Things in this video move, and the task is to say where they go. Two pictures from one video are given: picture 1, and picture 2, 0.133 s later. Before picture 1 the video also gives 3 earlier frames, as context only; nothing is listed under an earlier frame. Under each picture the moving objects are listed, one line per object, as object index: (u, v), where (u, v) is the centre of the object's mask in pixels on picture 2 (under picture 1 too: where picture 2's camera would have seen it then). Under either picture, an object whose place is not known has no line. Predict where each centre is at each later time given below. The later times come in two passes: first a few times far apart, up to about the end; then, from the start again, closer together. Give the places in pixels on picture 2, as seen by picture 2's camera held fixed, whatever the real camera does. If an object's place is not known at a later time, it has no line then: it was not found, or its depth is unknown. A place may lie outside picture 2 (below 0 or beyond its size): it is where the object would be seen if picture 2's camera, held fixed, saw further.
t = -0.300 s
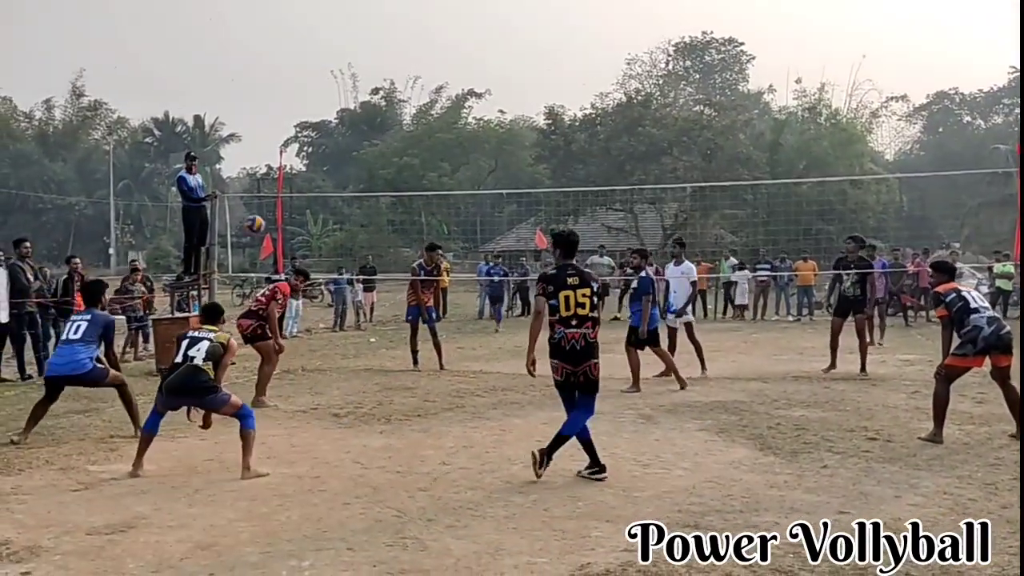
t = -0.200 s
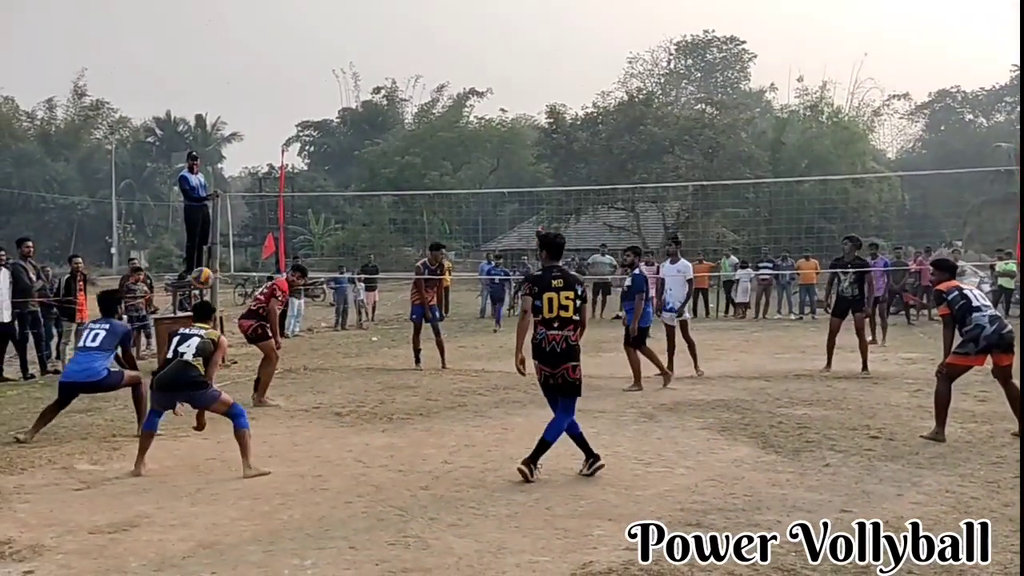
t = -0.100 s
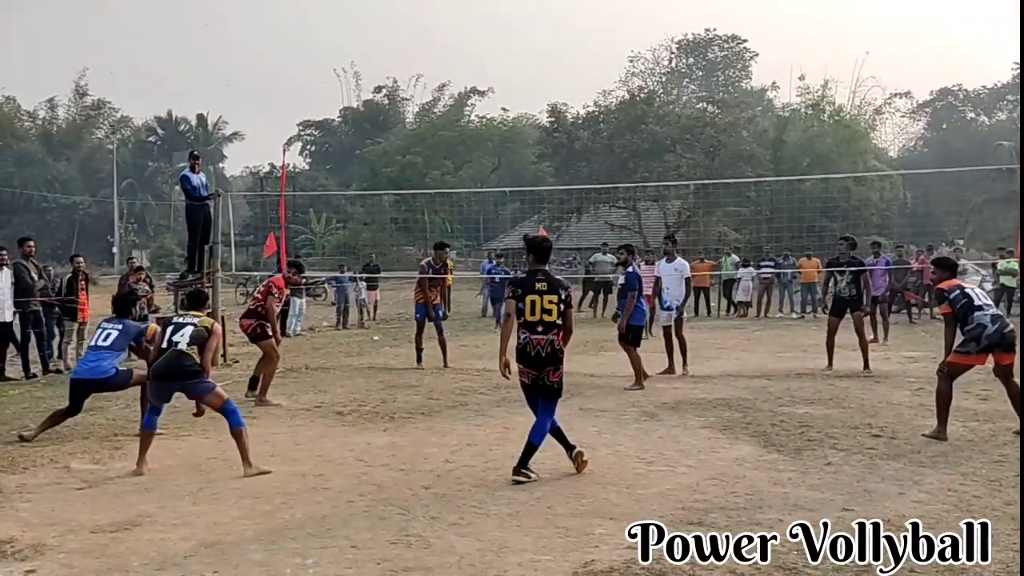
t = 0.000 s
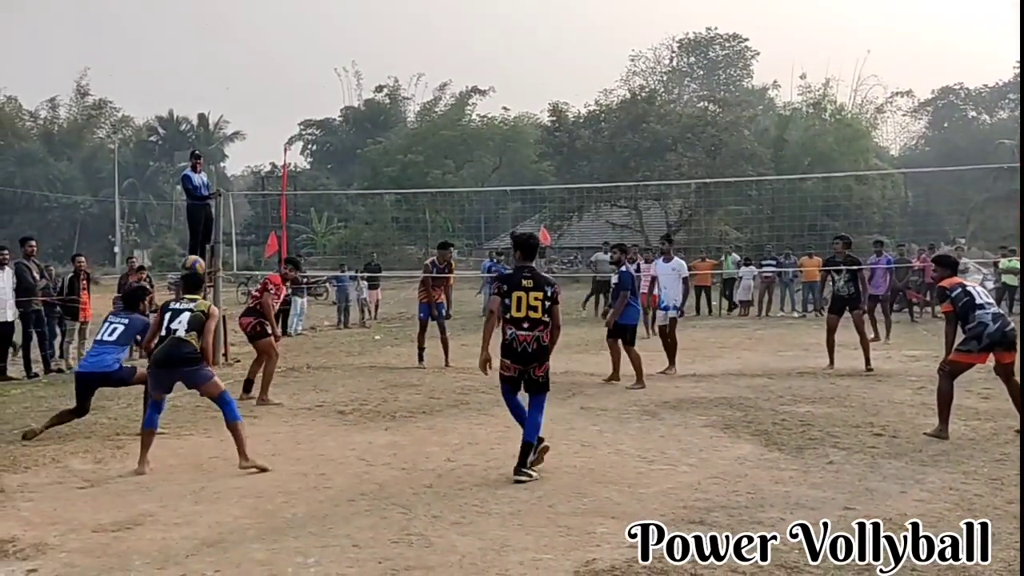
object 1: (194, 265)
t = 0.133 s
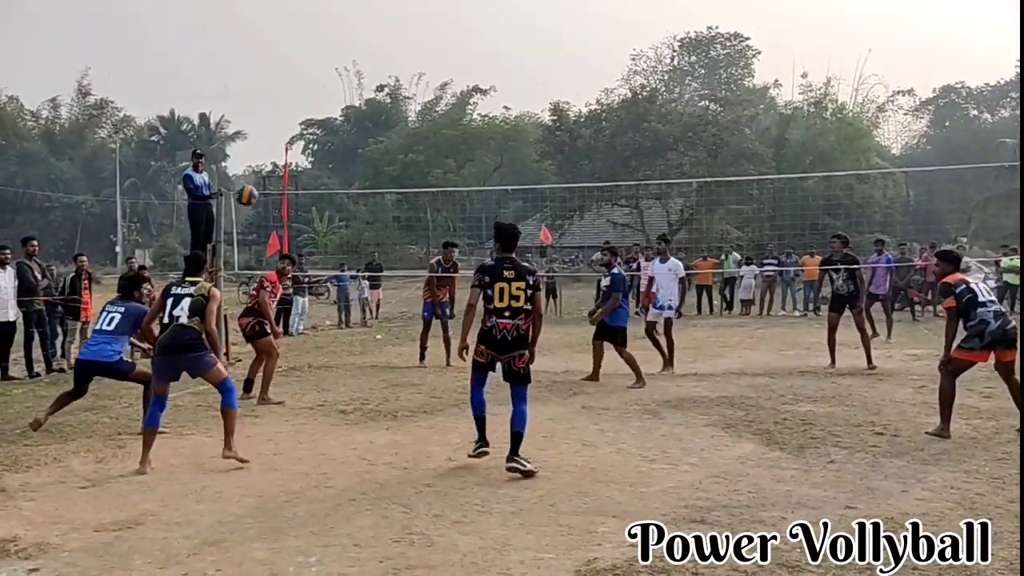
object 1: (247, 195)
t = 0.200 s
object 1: (270, 169)
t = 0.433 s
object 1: (351, 112)
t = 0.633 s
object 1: (413, 106)
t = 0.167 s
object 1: (258, 182)
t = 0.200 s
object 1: (270, 169)
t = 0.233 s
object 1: (282, 157)
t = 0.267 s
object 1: (294, 147)
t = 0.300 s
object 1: (306, 139)
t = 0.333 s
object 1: (318, 130)
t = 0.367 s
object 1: (328, 122)
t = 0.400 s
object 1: (340, 116)
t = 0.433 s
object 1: (351, 112)
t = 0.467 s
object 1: (362, 108)
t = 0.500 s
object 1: (372, 106)
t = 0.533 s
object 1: (383, 104)
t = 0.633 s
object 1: (413, 106)
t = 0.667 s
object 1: (424, 109)
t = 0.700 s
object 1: (434, 113)
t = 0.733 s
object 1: (445, 117)
